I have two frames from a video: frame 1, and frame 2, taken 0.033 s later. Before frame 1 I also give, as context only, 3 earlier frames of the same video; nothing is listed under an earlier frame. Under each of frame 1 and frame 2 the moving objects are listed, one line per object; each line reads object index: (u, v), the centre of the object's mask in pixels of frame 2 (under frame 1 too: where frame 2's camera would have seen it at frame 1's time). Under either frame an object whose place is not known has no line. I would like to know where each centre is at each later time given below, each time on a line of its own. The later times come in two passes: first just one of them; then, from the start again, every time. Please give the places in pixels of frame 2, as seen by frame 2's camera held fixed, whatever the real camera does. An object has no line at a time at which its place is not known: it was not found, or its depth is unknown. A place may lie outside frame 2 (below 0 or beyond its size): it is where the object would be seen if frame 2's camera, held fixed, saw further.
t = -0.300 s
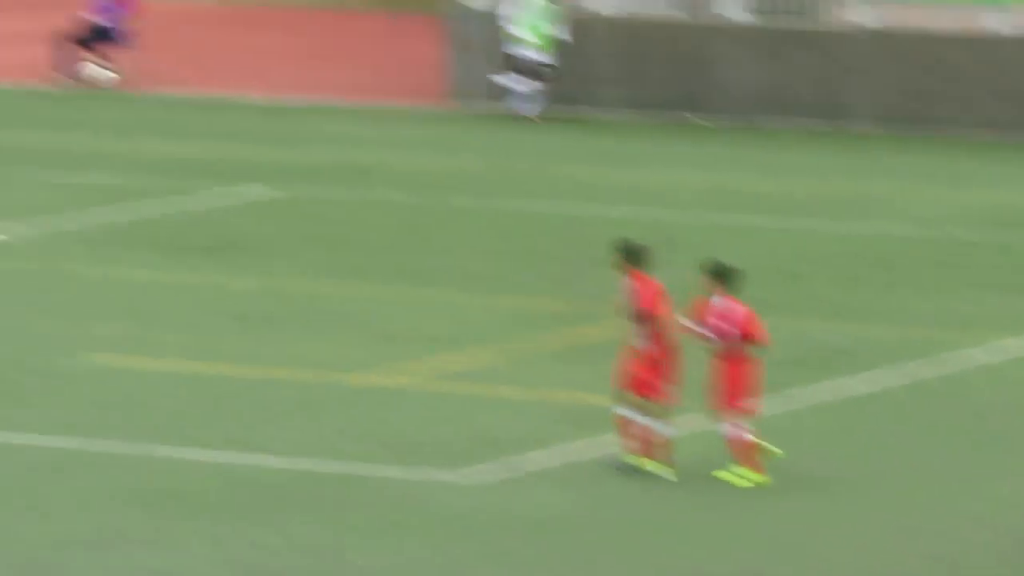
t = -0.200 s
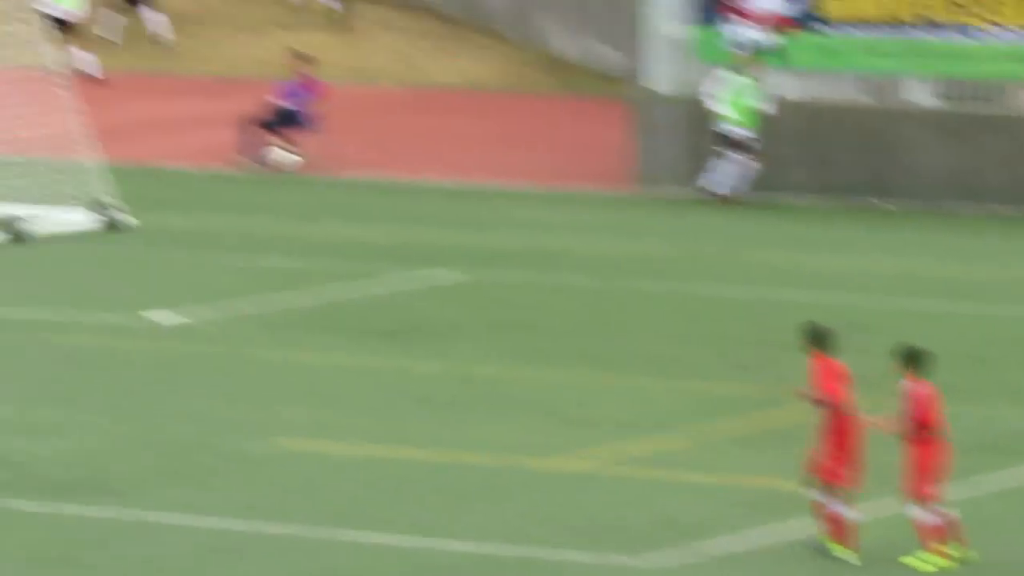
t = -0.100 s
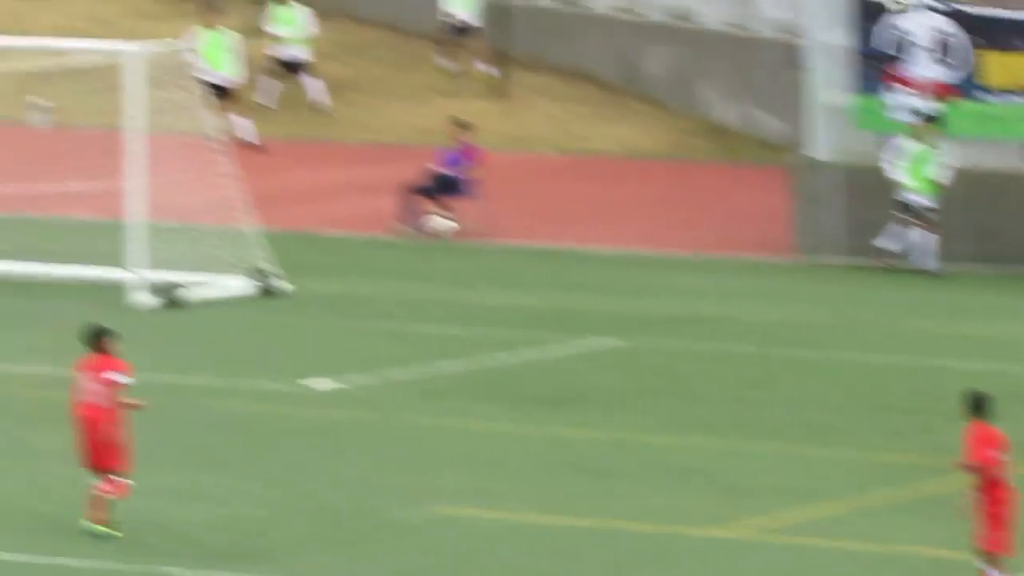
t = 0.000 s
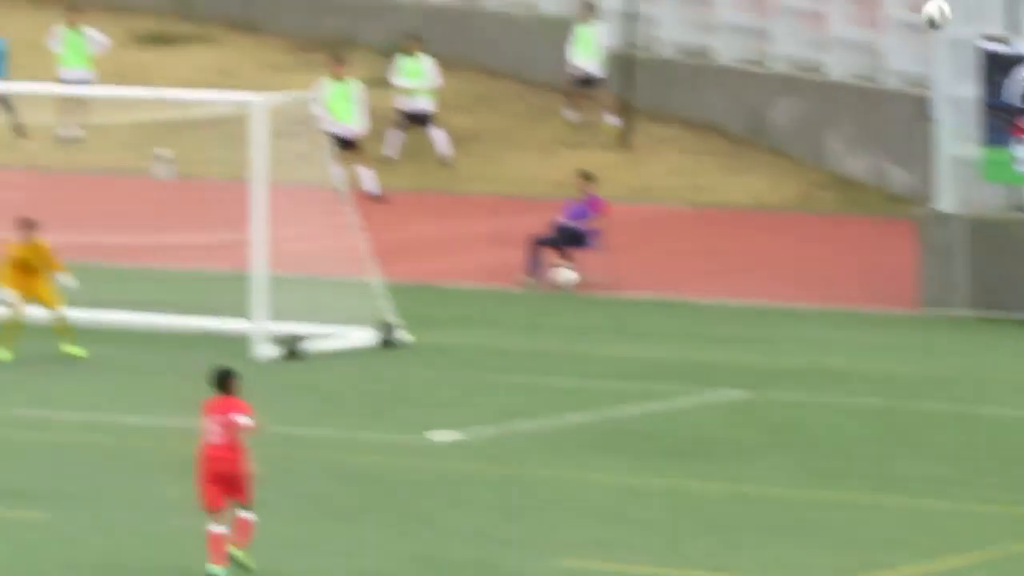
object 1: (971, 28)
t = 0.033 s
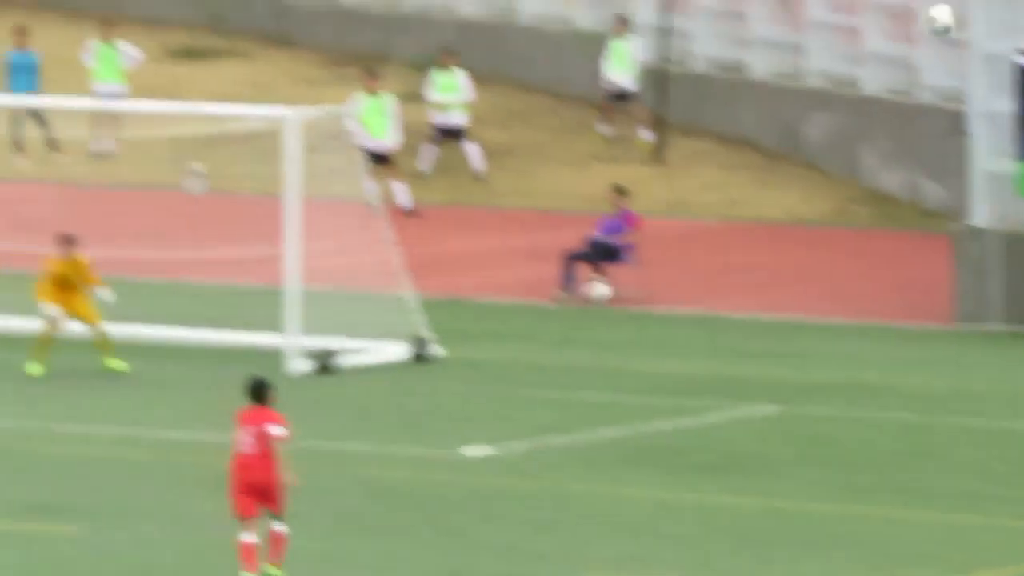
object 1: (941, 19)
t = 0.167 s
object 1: (825, -3)
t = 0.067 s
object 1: (911, 11)
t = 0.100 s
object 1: (882, 1)
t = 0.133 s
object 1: (851, -2)
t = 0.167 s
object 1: (825, -3)
